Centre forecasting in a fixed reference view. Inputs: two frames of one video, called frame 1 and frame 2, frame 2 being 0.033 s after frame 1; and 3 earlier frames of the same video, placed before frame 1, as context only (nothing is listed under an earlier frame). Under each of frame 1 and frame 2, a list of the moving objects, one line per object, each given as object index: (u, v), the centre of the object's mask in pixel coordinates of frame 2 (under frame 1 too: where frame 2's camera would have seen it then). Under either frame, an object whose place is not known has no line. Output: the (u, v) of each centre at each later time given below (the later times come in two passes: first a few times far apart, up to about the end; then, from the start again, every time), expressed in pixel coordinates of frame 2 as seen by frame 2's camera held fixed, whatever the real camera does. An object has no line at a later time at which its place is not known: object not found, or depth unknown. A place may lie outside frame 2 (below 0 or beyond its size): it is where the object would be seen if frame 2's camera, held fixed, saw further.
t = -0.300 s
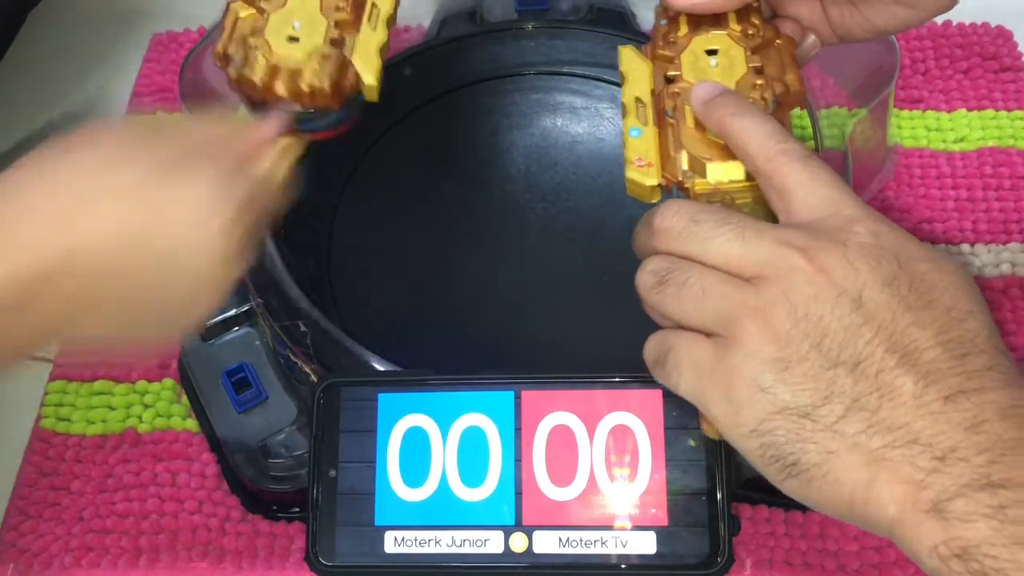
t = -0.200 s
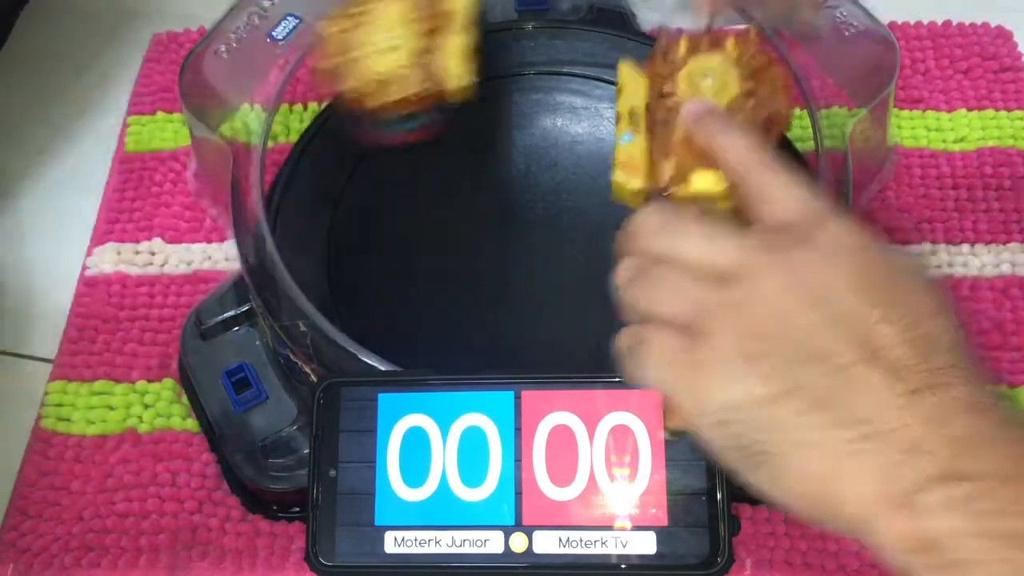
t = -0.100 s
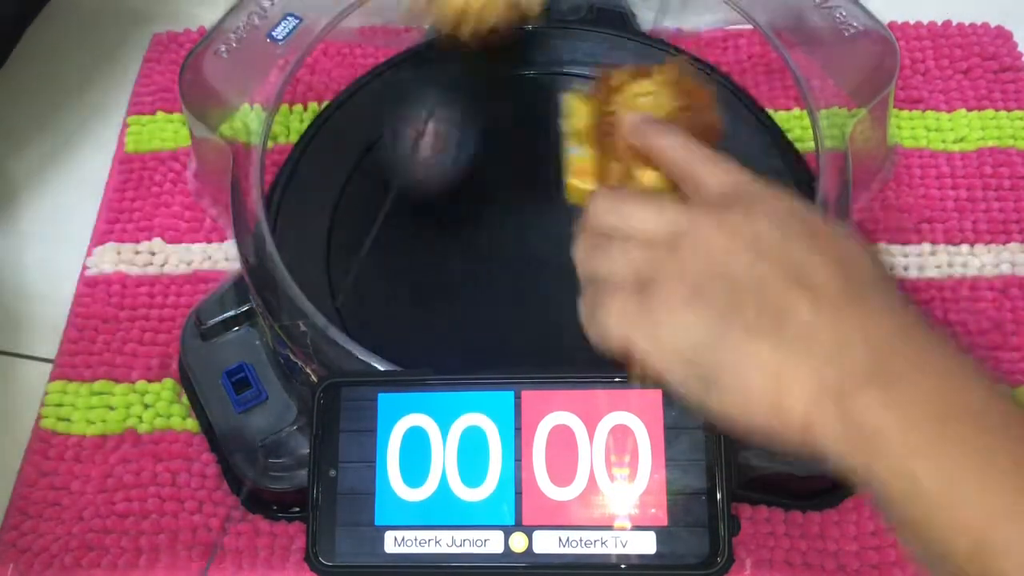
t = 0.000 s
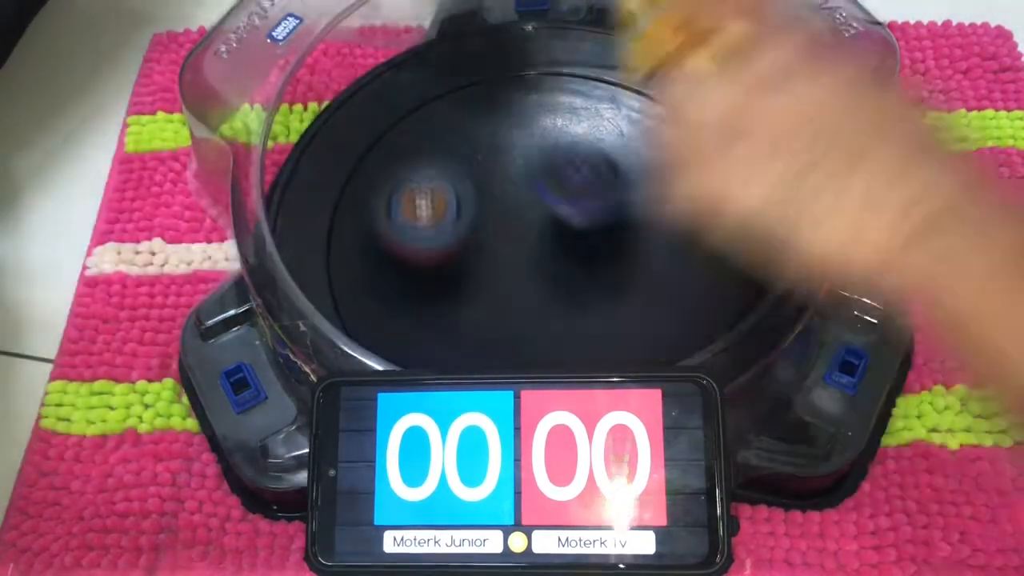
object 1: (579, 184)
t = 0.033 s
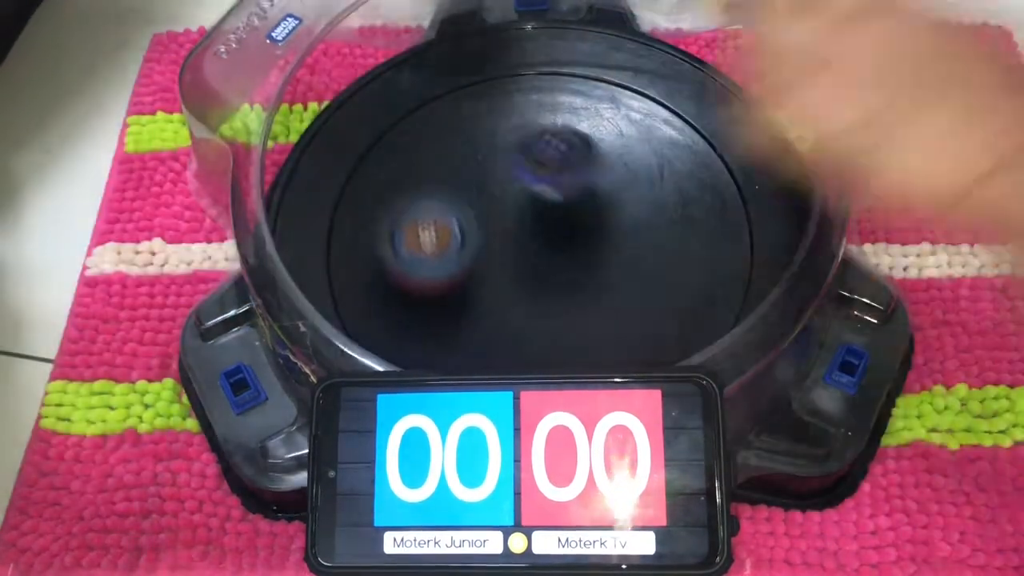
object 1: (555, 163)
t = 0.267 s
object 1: (385, 132)
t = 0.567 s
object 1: (383, 326)
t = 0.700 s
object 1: (531, 354)
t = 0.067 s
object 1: (526, 148)
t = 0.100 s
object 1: (500, 148)
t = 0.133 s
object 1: (477, 143)
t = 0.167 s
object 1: (450, 134)
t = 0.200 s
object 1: (424, 128)
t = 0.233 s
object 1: (404, 128)
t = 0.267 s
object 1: (385, 132)
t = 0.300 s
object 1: (366, 141)
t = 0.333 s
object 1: (352, 153)
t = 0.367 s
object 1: (346, 173)
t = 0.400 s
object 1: (343, 198)
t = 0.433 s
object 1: (342, 222)
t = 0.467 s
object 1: (344, 252)
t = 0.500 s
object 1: (350, 281)
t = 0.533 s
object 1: (361, 305)
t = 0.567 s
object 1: (383, 326)
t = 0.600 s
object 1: (409, 341)
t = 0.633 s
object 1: (440, 352)
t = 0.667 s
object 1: (481, 356)
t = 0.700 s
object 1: (531, 354)
